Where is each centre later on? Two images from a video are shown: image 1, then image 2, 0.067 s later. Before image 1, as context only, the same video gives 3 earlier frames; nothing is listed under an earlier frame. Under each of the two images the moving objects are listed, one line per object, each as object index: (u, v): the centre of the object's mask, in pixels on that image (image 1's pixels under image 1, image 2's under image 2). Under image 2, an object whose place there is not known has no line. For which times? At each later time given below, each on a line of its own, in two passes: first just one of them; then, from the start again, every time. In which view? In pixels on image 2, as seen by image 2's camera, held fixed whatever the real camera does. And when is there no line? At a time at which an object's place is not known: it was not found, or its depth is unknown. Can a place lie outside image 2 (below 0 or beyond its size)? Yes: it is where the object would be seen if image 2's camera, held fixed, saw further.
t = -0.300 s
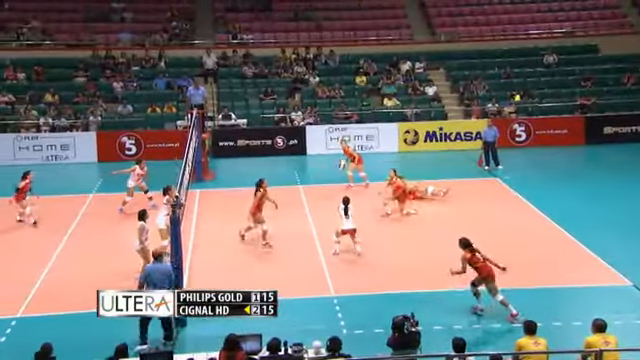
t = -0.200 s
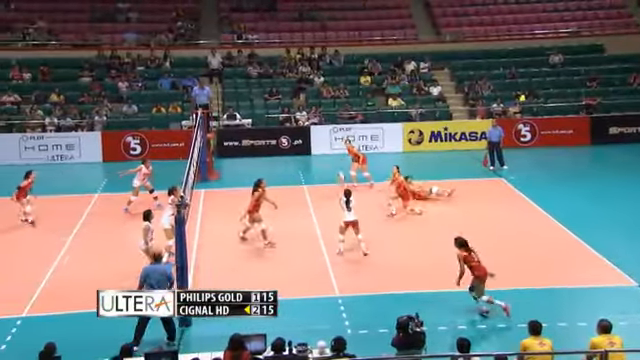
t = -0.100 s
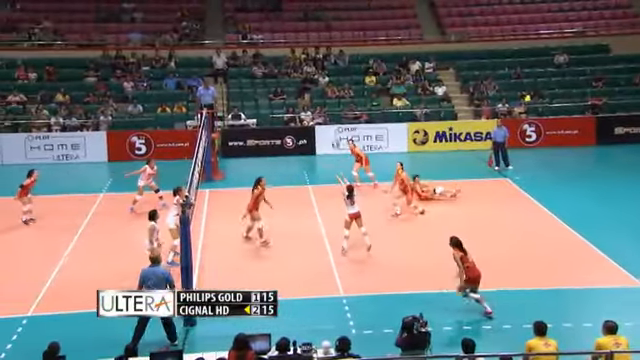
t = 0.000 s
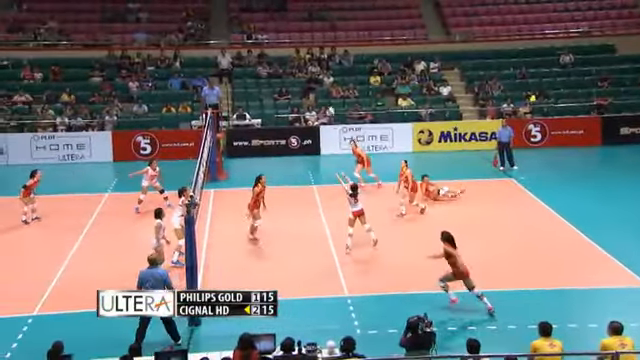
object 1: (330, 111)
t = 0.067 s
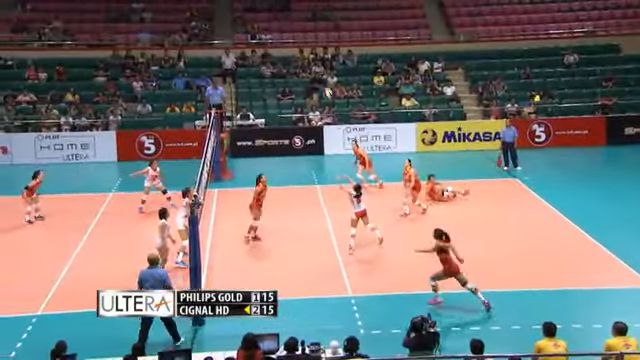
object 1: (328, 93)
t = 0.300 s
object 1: (301, 44)
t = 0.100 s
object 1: (324, 85)
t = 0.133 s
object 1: (320, 77)
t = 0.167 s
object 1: (316, 69)
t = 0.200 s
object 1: (312, 62)
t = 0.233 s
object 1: (308, 56)
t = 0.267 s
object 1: (305, 49)
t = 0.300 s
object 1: (301, 44)
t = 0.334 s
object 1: (296, 38)
